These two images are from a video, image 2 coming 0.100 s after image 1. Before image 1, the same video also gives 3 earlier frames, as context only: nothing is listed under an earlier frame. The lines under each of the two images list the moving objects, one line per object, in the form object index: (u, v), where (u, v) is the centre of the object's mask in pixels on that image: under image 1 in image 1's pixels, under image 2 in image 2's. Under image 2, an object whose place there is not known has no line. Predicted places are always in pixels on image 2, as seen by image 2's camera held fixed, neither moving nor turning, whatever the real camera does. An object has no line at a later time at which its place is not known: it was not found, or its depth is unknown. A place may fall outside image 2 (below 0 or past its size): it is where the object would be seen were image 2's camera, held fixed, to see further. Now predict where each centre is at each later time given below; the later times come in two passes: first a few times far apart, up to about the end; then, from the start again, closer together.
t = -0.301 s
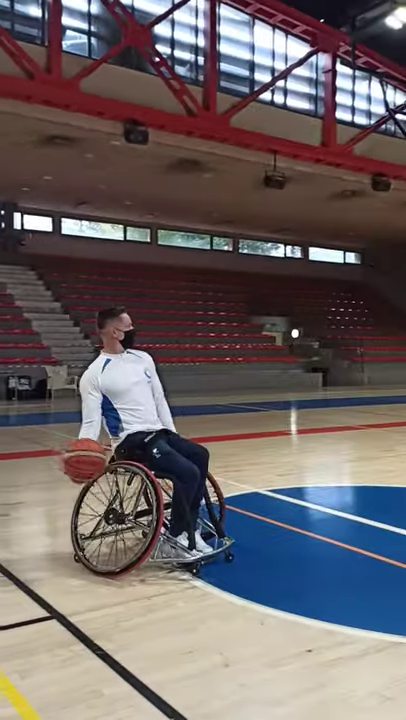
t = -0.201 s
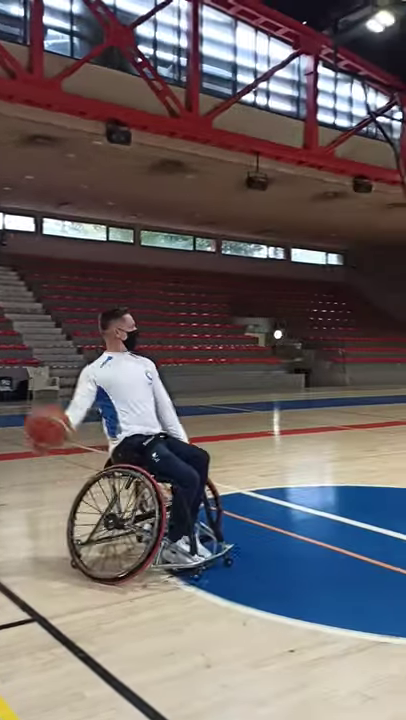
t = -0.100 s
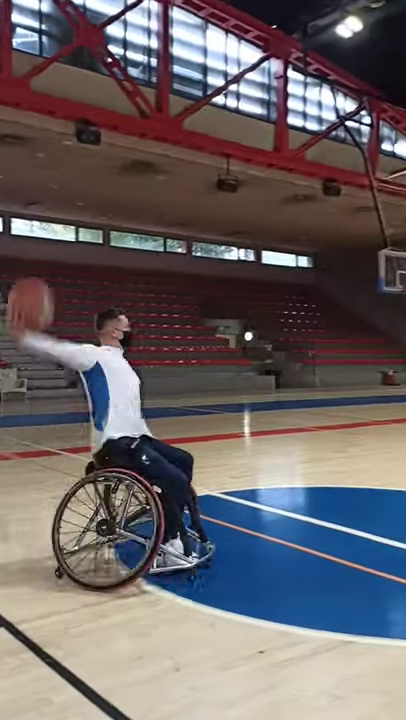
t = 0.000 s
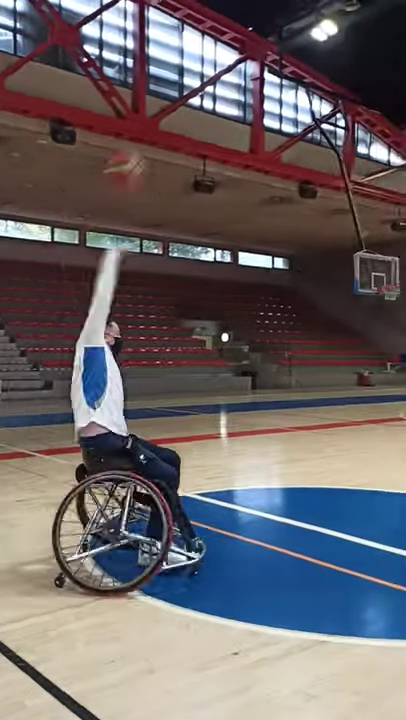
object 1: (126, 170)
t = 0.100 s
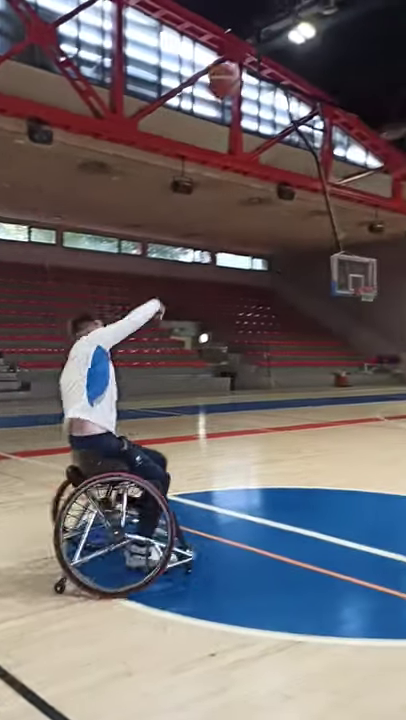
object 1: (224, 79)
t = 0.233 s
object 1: (340, 9)
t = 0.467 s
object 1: (477, -43)
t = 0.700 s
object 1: (567, -37)
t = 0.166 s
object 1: (285, 40)
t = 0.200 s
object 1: (315, 23)
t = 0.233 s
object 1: (340, 9)
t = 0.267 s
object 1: (364, -4)
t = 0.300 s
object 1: (387, -14)
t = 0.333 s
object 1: (407, -23)
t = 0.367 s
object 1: (426, -30)
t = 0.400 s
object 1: (444, -36)
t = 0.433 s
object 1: (461, -40)
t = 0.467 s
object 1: (477, -43)
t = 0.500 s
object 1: (492, -45)
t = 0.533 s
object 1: (506, -46)
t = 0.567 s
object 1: (520, -46)
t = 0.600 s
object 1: (533, -45)
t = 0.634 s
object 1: (545, -43)
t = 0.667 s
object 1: (557, -41)
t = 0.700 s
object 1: (567, -37)
